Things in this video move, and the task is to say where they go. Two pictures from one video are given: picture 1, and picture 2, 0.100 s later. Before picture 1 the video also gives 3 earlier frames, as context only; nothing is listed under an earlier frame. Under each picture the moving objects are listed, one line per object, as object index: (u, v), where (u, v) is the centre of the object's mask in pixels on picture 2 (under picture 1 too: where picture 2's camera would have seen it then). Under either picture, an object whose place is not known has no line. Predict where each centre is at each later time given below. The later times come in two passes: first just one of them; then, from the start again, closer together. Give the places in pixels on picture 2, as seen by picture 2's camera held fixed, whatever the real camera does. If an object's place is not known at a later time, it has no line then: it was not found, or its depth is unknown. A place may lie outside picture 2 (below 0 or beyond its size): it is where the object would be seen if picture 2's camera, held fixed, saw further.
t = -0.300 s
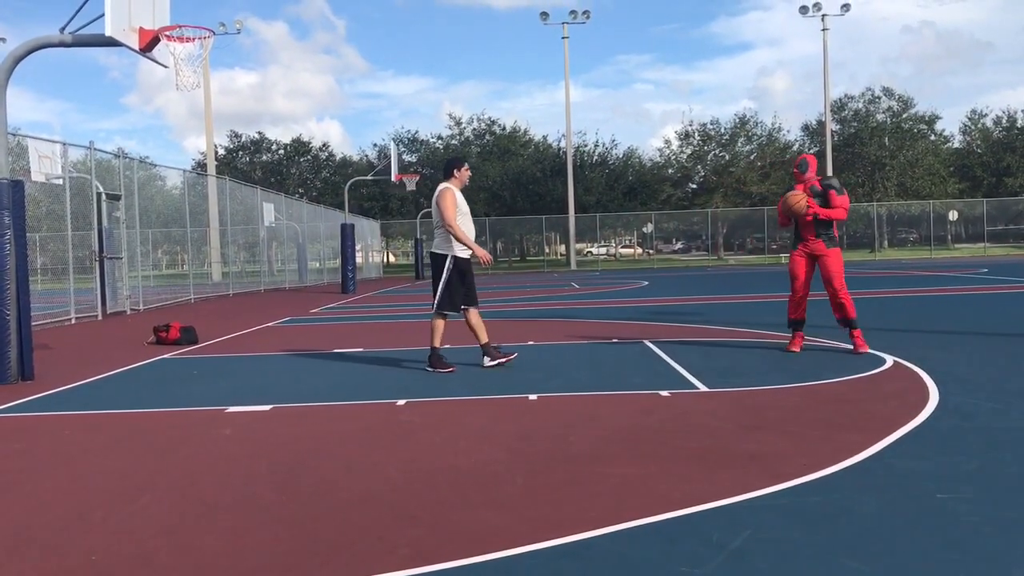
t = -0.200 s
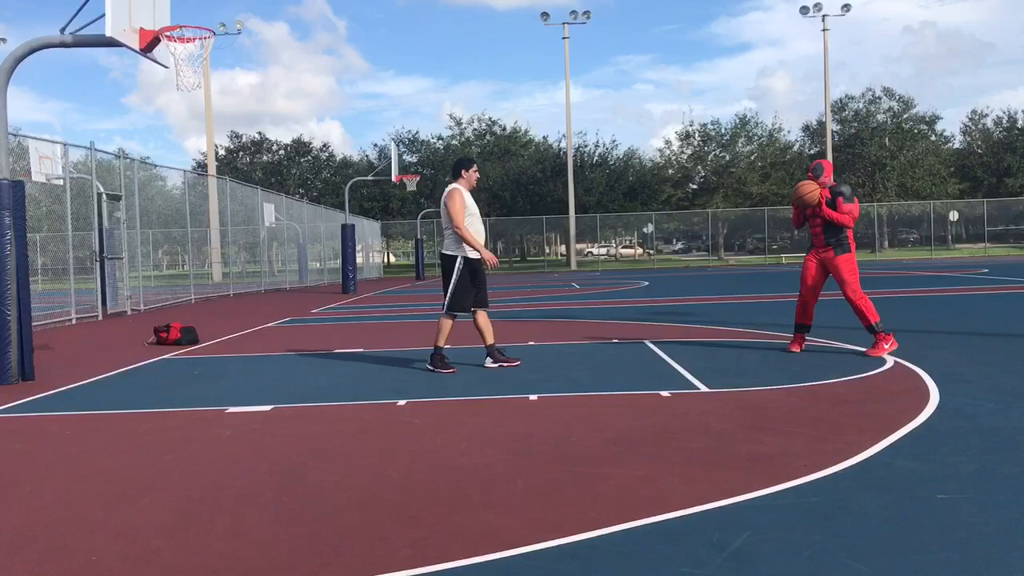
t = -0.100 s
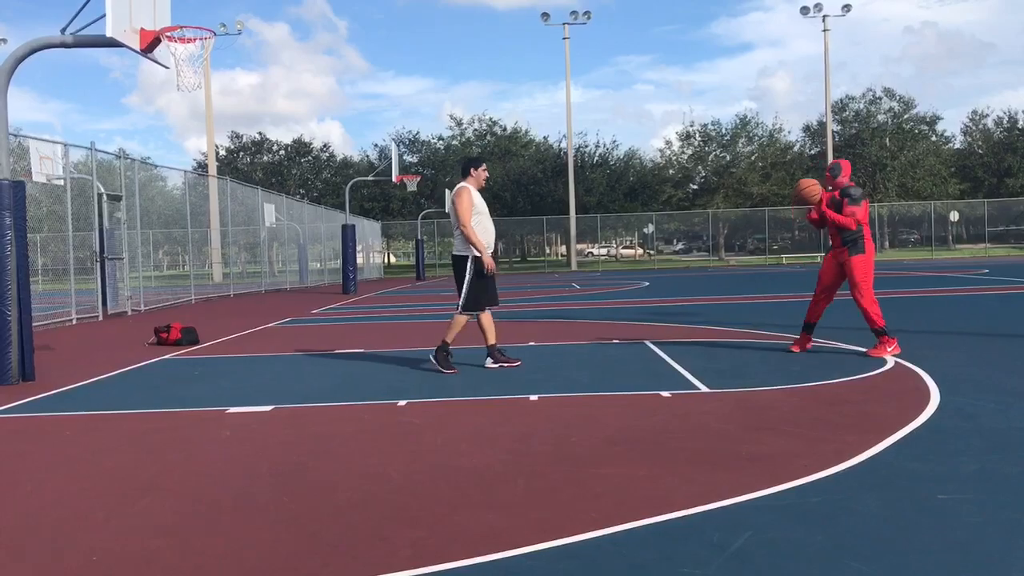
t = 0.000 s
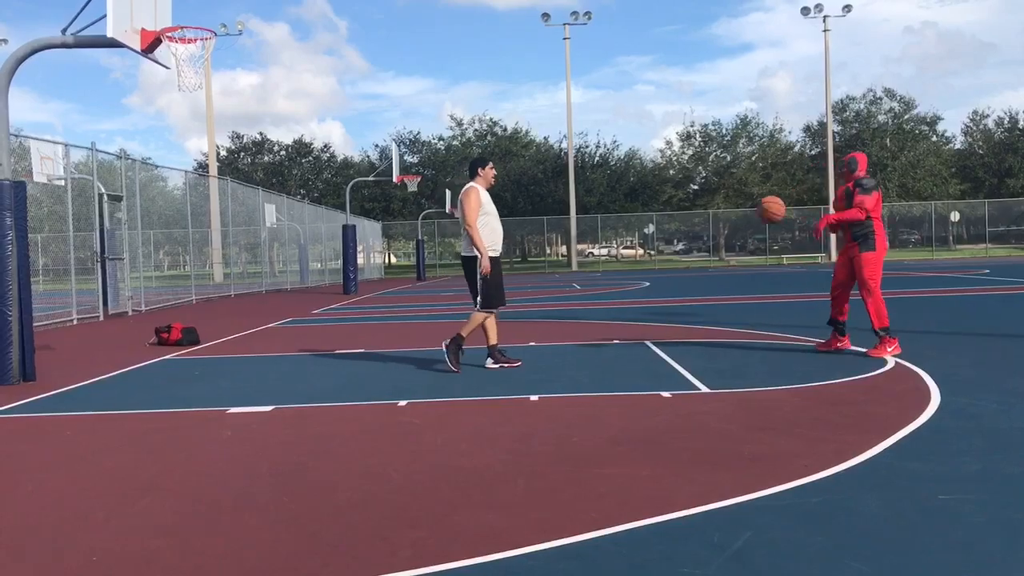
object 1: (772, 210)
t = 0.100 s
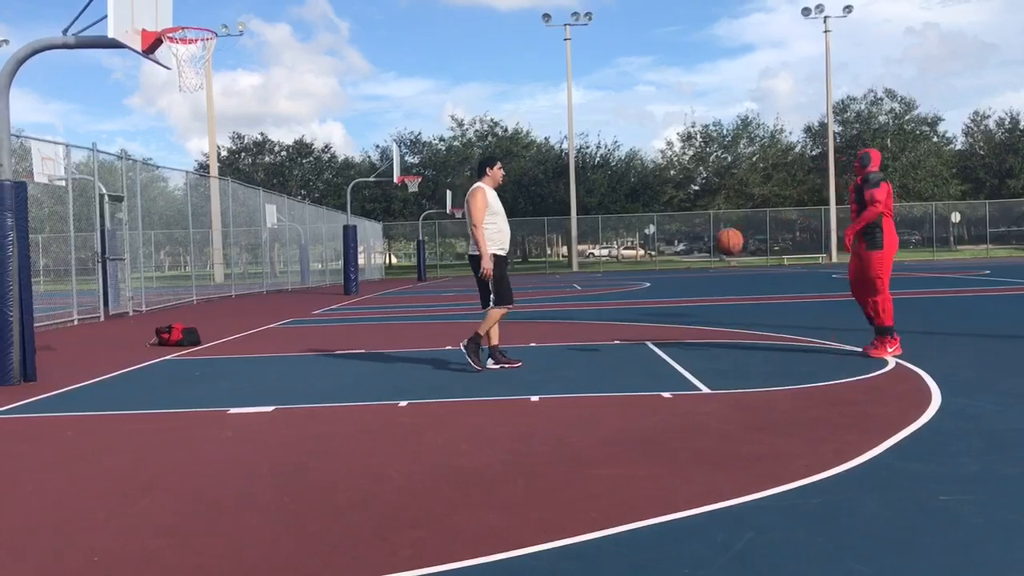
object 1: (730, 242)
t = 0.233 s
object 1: (673, 300)
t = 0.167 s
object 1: (701, 268)
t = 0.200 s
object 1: (687, 283)
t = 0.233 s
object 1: (673, 300)
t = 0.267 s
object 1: (660, 318)
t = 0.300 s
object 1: (646, 337)
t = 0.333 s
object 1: (635, 352)
